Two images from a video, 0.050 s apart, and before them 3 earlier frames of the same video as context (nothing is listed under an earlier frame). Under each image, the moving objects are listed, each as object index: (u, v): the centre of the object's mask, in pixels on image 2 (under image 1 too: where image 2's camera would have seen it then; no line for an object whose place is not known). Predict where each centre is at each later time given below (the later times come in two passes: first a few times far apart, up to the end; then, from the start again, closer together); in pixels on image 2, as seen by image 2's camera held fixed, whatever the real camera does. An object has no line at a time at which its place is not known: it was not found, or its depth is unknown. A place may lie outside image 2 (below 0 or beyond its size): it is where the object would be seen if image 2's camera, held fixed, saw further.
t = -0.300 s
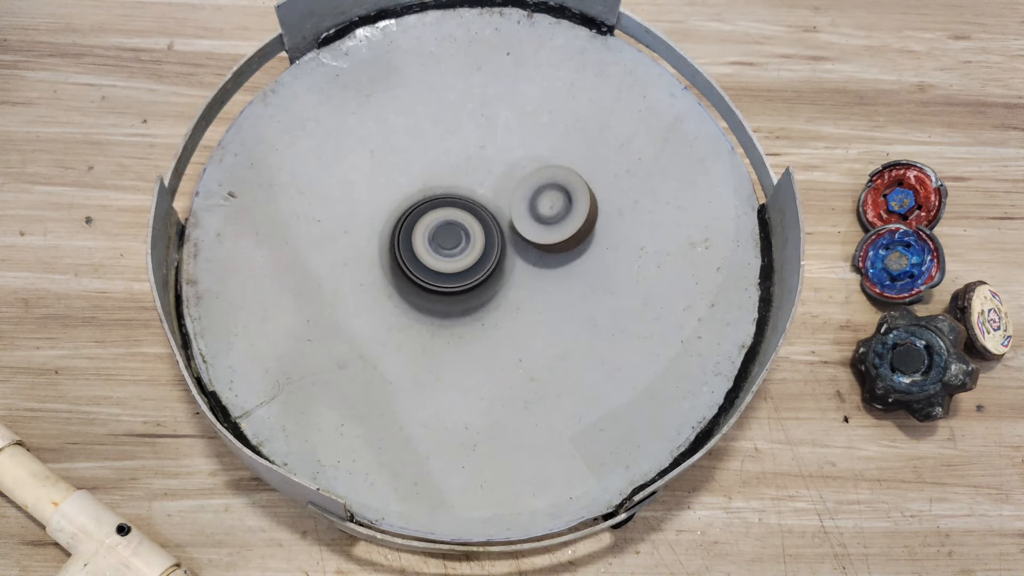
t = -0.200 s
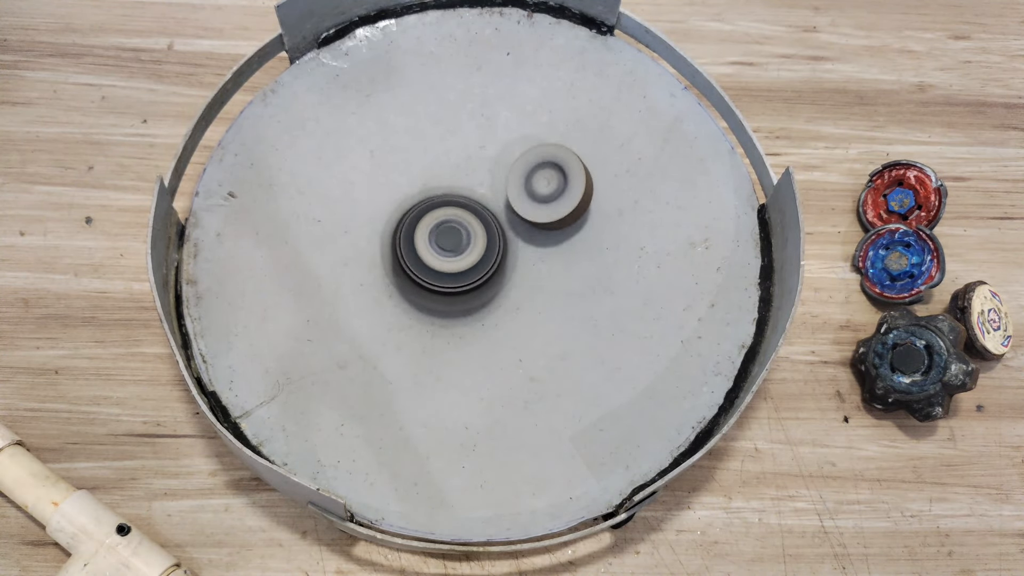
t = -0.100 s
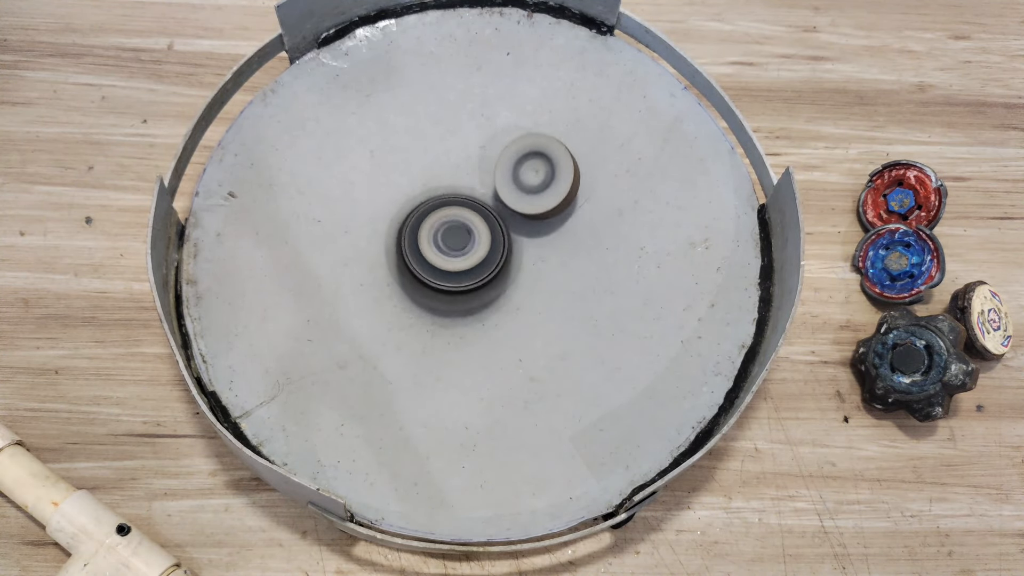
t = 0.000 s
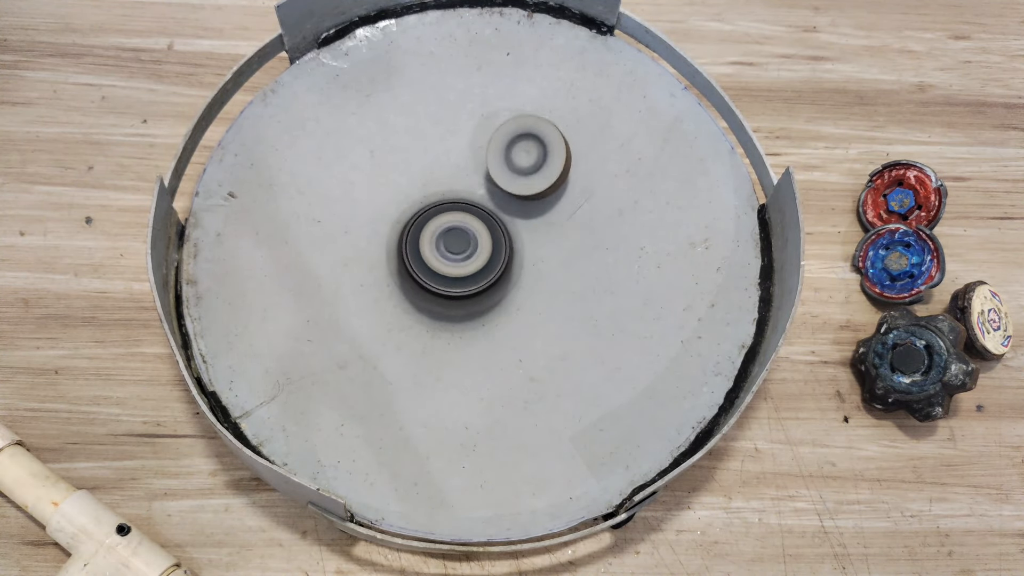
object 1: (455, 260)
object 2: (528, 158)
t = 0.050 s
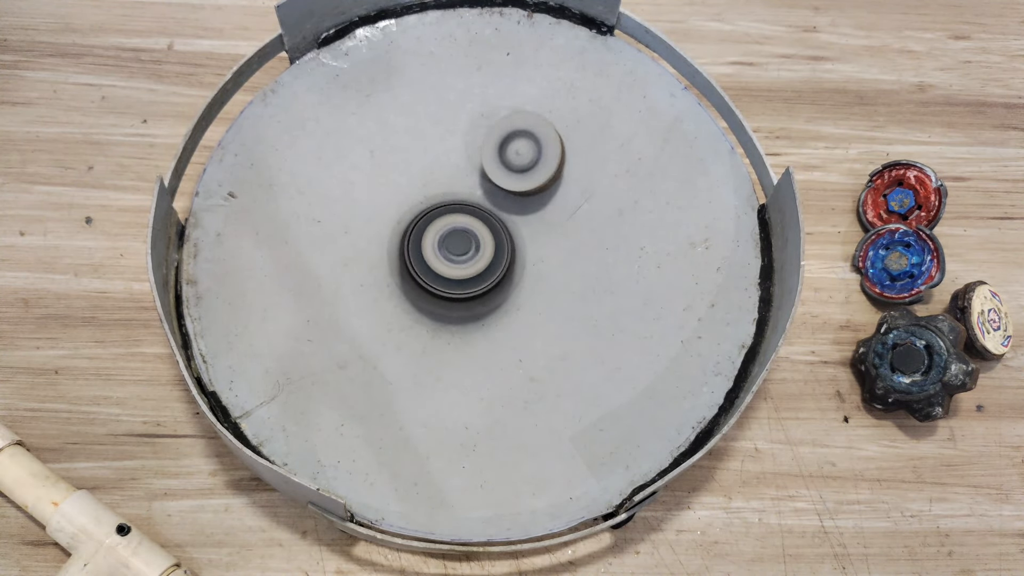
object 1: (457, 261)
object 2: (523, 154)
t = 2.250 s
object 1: (468, 254)
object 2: (546, 323)
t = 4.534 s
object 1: (450, 305)
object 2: (489, 194)
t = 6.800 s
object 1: (486, 250)
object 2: (395, 301)
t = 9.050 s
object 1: (431, 278)
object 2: (550, 248)
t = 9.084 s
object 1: (434, 280)
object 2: (550, 240)
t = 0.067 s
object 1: (458, 262)
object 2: (520, 154)
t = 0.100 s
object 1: (459, 263)
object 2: (514, 154)
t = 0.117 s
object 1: (460, 263)
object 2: (511, 155)
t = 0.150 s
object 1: (461, 265)
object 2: (506, 156)
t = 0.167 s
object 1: (461, 265)
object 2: (503, 158)
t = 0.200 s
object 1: (462, 267)
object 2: (496, 160)
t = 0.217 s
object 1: (462, 268)
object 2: (493, 156)
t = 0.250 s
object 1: (463, 272)
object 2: (488, 151)
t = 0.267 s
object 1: (462, 273)
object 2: (483, 150)
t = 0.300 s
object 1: (463, 274)
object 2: (476, 147)
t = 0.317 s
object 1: (462, 275)
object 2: (473, 146)
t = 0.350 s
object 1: (462, 276)
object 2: (467, 149)
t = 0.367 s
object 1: (462, 277)
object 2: (463, 150)
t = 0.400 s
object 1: (461, 277)
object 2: (456, 153)
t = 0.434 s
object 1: (460, 278)
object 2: (451, 157)
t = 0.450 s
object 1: (459, 278)
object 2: (447, 160)
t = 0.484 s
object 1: (459, 279)
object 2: (441, 164)
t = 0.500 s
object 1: (459, 278)
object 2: (438, 166)
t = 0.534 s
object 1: (459, 280)
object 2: (428, 169)
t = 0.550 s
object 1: (458, 279)
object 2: (423, 170)
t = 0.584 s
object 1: (459, 279)
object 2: (416, 172)
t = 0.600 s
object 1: (458, 279)
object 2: (412, 174)
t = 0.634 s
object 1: (460, 278)
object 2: (399, 174)
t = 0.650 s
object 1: (459, 278)
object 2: (394, 174)
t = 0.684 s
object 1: (460, 277)
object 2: (386, 178)
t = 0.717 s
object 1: (459, 276)
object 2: (377, 182)
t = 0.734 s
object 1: (460, 276)
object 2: (375, 184)
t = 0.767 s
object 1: (459, 275)
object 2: (368, 189)
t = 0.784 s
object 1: (459, 274)
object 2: (365, 193)
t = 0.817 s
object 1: (459, 273)
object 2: (360, 198)
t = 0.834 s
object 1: (459, 272)
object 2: (357, 202)
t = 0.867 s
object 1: (460, 272)
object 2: (352, 210)
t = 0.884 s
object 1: (460, 271)
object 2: (350, 213)
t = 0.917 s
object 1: (461, 270)
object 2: (347, 221)
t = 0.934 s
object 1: (461, 269)
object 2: (346, 227)
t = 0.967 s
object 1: (462, 269)
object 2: (344, 236)
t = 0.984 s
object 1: (462, 268)
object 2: (345, 241)
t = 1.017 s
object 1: (463, 267)
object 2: (346, 252)
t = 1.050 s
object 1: (464, 267)
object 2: (348, 261)
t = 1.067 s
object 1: (465, 267)
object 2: (351, 266)
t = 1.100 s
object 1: (466, 266)
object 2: (351, 278)
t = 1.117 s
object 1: (468, 266)
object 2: (349, 285)
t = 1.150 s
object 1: (468, 266)
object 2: (351, 293)
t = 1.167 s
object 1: (470, 266)
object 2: (353, 301)
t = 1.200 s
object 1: (471, 266)
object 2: (356, 311)
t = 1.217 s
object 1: (472, 266)
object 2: (358, 315)
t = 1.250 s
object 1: (472, 266)
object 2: (365, 323)
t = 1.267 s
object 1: (473, 266)
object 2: (367, 327)
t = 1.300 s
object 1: (473, 268)
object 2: (373, 333)
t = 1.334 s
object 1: (475, 269)
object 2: (379, 339)
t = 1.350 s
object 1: (474, 269)
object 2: (382, 341)
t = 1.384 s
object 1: (475, 270)
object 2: (391, 344)
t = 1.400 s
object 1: (475, 270)
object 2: (393, 344)
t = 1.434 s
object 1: (476, 270)
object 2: (400, 343)
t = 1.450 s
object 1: (476, 270)
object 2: (403, 343)
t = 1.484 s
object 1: (477, 270)
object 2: (409, 349)
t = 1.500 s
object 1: (477, 270)
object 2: (412, 349)
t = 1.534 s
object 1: (476, 269)
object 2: (419, 352)
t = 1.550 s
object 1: (476, 269)
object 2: (421, 353)
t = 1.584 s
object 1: (476, 268)
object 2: (427, 353)
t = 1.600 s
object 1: (475, 268)
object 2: (429, 357)
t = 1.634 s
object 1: (474, 266)
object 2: (434, 362)
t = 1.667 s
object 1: (473, 266)
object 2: (441, 365)
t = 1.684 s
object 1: (473, 265)
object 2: (444, 365)
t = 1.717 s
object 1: (472, 265)
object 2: (451, 361)
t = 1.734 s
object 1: (472, 264)
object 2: (454, 360)
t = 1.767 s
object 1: (471, 263)
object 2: (461, 360)
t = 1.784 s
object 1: (471, 263)
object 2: (465, 360)
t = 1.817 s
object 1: (470, 262)
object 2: (472, 360)
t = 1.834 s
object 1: (470, 261)
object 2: (476, 357)
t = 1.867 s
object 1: (469, 261)
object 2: (484, 358)
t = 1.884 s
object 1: (469, 260)
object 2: (487, 357)
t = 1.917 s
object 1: (469, 259)
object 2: (497, 354)
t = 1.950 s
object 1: (469, 258)
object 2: (503, 350)
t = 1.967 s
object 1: (468, 258)
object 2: (507, 348)
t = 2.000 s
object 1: (469, 258)
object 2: (518, 351)
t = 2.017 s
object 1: (468, 258)
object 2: (524, 350)
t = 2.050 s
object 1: (468, 257)
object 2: (533, 349)
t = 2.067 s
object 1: (468, 257)
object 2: (536, 347)
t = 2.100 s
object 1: (469, 256)
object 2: (542, 343)
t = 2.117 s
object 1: (469, 256)
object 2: (542, 341)
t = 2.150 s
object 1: (470, 256)
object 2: (543, 334)
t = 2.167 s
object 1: (469, 256)
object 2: (543, 333)
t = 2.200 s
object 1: (469, 255)
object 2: (541, 325)
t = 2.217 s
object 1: (469, 255)
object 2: (542, 325)
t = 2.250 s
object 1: (468, 254)
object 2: (546, 323)
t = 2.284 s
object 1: (467, 253)
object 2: (547, 321)
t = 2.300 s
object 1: (468, 253)
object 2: (546, 318)
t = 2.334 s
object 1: (466, 252)
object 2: (552, 317)
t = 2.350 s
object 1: (466, 251)
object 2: (554, 317)
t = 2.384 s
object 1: (464, 251)
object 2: (558, 314)
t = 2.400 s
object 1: (464, 251)
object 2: (557, 313)
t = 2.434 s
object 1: (463, 251)
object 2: (556, 306)
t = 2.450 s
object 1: (463, 251)
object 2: (553, 304)
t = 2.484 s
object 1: (459, 249)
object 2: (563, 300)
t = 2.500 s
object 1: (458, 248)
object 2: (569, 301)
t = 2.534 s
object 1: (454, 246)
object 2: (579, 296)
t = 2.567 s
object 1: (452, 245)
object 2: (583, 293)
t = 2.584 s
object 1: (452, 243)
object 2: (583, 290)
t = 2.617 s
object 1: (452, 241)
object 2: (581, 285)
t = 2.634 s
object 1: (453, 240)
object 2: (580, 282)
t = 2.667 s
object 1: (453, 239)
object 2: (575, 277)
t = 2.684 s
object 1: (455, 237)
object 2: (573, 274)
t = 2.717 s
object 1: (455, 237)
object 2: (567, 268)
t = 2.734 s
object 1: (456, 237)
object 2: (564, 266)
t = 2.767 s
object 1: (456, 236)
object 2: (563, 261)
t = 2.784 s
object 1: (456, 236)
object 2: (566, 259)
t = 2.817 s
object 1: (456, 237)
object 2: (565, 254)
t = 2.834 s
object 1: (457, 237)
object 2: (565, 251)
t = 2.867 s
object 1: (456, 238)
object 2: (568, 246)
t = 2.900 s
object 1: (456, 239)
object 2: (566, 241)
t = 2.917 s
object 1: (456, 239)
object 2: (567, 237)
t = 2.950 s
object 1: (455, 241)
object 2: (568, 233)
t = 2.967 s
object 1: (456, 241)
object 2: (569, 231)
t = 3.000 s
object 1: (455, 243)
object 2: (567, 226)
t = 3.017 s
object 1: (455, 243)
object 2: (568, 223)
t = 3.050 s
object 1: (454, 245)
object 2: (566, 220)
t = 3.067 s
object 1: (455, 246)
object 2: (565, 219)
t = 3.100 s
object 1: (453, 247)
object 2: (566, 213)
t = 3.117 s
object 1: (452, 248)
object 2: (568, 212)
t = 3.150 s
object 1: (450, 249)
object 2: (568, 206)
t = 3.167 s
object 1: (450, 250)
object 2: (567, 206)
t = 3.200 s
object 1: (448, 251)
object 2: (565, 204)
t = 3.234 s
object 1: (447, 251)
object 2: (560, 201)
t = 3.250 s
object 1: (447, 251)
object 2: (558, 202)
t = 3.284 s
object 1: (446, 250)
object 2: (552, 200)
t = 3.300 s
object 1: (446, 250)
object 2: (548, 201)
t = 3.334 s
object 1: (443, 250)
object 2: (552, 192)
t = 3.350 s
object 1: (443, 251)
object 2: (551, 189)
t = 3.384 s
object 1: (442, 251)
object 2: (550, 185)
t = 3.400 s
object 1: (442, 251)
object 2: (548, 183)
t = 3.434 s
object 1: (442, 250)
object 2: (544, 182)
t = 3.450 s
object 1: (442, 251)
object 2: (543, 182)
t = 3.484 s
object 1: (442, 250)
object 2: (536, 182)
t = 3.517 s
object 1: (440, 250)
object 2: (533, 181)
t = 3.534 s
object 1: (439, 252)
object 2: (535, 177)
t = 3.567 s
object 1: (438, 253)
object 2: (535, 171)
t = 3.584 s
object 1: (438, 253)
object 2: (534, 171)
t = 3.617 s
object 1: (439, 253)
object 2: (532, 169)
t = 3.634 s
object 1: (438, 254)
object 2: (528, 169)
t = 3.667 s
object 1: (440, 253)
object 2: (524, 171)
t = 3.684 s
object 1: (439, 253)
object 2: (522, 171)
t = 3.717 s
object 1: (440, 254)
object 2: (518, 172)
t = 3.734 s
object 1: (440, 254)
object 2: (520, 168)
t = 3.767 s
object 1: (440, 256)
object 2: (521, 163)
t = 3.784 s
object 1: (440, 256)
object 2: (520, 164)
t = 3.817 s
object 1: (441, 257)
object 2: (519, 163)
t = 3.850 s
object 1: (443, 257)
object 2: (517, 165)
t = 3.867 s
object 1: (442, 257)
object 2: (514, 167)
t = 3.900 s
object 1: (443, 258)
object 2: (512, 169)
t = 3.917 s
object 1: (443, 258)
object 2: (513, 166)
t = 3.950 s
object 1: (443, 261)
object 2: (510, 168)
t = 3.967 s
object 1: (444, 261)
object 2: (510, 168)
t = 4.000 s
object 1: (444, 264)
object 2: (508, 167)
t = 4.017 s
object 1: (446, 266)
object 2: (506, 167)
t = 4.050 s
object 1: (446, 268)
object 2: (504, 171)
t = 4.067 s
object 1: (448, 269)
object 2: (503, 171)
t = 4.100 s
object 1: (448, 272)
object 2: (504, 167)
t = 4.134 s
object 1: (448, 275)
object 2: (504, 165)
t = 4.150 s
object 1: (450, 277)
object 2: (504, 166)
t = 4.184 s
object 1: (450, 279)
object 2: (502, 169)
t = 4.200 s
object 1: (451, 281)
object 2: (501, 171)
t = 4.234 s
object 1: (452, 282)
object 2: (499, 177)
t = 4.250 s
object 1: (451, 284)
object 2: (498, 179)
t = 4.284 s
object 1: (451, 287)
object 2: (498, 176)
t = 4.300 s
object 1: (450, 289)
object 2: (498, 176)
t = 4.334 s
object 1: (450, 292)
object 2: (497, 174)
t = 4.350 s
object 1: (450, 293)
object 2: (496, 173)
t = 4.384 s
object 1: (449, 296)
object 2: (494, 177)
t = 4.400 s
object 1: (449, 296)
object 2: (494, 180)
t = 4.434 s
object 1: (449, 298)
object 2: (493, 184)
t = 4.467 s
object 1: (449, 300)
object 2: (491, 190)
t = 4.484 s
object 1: (449, 300)
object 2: (489, 193)
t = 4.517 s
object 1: (449, 303)
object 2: (488, 195)
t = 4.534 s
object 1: (450, 305)
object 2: (489, 194)
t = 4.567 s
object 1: (449, 308)
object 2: (487, 193)
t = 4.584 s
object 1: (450, 310)
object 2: (485, 194)
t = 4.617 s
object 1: (449, 311)
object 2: (483, 199)
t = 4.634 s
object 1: (449, 312)
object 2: (483, 201)
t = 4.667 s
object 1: (449, 314)
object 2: (481, 206)
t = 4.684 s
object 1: (448, 315)
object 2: (480, 204)
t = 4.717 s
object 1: (448, 319)
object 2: (478, 201)
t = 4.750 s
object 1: (448, 321)
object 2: (477, 203)
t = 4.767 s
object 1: (446, 321)
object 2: (477, 204)
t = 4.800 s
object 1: (446, 322)
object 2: (476, 207)
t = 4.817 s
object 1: (445, 321)
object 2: (475, 207)
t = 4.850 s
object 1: (444, 322)
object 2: (473, 211)
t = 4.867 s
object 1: (444, 321)
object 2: (473, 213)
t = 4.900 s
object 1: (442, 323)
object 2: (470, 211)
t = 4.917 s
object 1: (442, 323)
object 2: (468, 210)
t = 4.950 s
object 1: (441, 323)
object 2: (467, 212)
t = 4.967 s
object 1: (440, 323)
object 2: (466, 213)
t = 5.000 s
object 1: (440, 322)
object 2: (464, 213)
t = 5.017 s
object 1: (439, 322)
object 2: (463, 211)
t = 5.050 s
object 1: (438, 322)
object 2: (462, 211)
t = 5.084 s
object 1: (439, 321)
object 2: (460, 206)
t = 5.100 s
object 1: (438, 321)
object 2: (458, 204)
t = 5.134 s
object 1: (439, 320)
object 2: (456, 200)
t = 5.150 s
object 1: (440, 318)
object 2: (457, 200)
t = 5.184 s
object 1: (440, 316)
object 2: (456, 199)
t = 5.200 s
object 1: (441, 315)
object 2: (456, 198)
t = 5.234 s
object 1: (443, 311)
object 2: (456, 198)
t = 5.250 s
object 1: (443, 310)
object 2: (455, 199)
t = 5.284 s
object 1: (446, 308)
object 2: (453, 192)
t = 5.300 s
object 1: (446, 307)
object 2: (453, 191)
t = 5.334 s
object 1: (449, 304)
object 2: (452, 191)
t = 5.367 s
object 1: (453, 301)
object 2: (451, 190)
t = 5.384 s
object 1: (454, 300)
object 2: (450, 187)
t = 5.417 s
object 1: (457, 298)
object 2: (448, 185)
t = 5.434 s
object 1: (459, 296)
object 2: (447, 185)
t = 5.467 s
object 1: (463, 294)
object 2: (444, 179)
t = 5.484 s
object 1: (465, 293)
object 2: (444, 178)
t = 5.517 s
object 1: (468, 290)
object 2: (442, 176)
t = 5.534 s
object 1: (469, 289)
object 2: (441, 175)
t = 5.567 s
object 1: (473, 287)
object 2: (440, 176)
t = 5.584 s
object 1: (473, 285)
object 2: (439, 176)
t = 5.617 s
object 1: (477, 283)
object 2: (438, 177)
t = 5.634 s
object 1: (479, 282)
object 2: (437, 178)
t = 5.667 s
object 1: (482, 282)
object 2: (433, 178)
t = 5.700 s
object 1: (484, 281)
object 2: (431, 179)
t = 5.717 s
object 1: (486, 281)
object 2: (432, 181)
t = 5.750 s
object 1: (488, 280)
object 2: (430, 184)
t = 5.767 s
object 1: (490, 281)
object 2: (427, 182)
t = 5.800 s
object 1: (494, 281)
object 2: (421, 182)
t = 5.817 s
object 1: (494, 281)
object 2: (420, 183)
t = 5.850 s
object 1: (497, 282)
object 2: (418, 186)
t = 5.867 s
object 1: (498, 281)
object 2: (417, 189)
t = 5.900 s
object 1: (499, 281)
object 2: (418, 193)
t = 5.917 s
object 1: (500, 281)
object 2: (418, 196)
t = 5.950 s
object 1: (501, 281)
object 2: (419, 200)
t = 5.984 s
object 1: (503, 281)
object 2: (412, 200)
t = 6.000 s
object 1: (504, 282)
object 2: (408, 204)
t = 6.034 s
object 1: (505, 282)
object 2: (406, 206)
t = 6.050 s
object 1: (505, 282)
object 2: (407, 208)
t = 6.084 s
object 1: (505, 282)
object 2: (405, 216)
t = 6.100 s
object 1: (505, 281)
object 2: (408, 214)
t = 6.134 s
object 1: (505, 280)
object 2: (409, 221)
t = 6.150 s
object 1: (506, 280)
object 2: (403, 218)
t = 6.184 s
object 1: (506, 280)
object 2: (400, 224)
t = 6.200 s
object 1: (506, 280)
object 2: (398, 227)
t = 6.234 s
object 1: (505, 278)
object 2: (399, 230)
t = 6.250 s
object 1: (504, 277)
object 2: (399, 233)
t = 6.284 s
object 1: (504, 277)
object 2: (394, 235)
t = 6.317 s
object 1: (503, 275)
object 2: (393, 240)
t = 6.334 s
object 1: (503, 274)
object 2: (393, 242)
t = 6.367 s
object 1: (503, 273)
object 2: (387, 246)
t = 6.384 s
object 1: (503, 272)
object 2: (383, 249)
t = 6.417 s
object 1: (502, 271)
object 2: (382, 253)
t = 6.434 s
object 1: (500, 270)
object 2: (383, 256)
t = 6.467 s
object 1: (499, 269)
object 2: (384, 258)
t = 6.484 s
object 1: (498, 268)
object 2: (386, 261)
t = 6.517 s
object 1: (497, 266)
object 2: (381, 264)
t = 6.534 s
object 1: (497, 266)
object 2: (381, 267)
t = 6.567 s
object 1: (495, 264)
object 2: (381, 272)
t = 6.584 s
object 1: (494, 263)
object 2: (383, 275)
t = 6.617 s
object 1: (493, 262)
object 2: (383, 278)
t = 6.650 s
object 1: (492, 260)
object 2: (385, 282)
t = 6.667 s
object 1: (490, 258)
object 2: (386, 285)
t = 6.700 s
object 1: (489, 255)
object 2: (385, 291)
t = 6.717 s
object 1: (490, 254)
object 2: (386, 295)
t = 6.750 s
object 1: (488, 252)
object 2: (389, 297)
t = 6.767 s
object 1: (487, 251)
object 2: (391, 300)
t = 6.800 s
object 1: (486, 250)
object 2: (395, 301)
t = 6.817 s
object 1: (485, 248)
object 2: (397, 304)
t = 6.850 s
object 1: (484, 246)
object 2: (401, 305)
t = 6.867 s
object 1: (485, 245)
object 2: (402, 308)
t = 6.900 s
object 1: (484, 243)
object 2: (406, 310)
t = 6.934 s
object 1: (483, 241)
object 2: (412, 312)
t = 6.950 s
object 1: (483, 241)
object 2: (412, 313)
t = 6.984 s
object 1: (482, 239)
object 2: (416, 318)
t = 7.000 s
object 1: (480, 237)
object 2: (418, 318)
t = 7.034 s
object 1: (479, 236)
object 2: (423, 318)
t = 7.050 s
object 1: (479, 236)
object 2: (424, 317)
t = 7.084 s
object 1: (477, 234)
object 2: (427, 319)
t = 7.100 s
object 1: (476, 234)
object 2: (429, 319)
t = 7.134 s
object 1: (474, 233)
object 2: (433, 322)
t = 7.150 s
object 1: (473, 231)
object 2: (436, 321)
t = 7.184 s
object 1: (471, 230)
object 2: (439, 322)
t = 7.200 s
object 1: (471, 230)
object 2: (442, 322)
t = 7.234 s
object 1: (469, 229)
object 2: (444, 323)
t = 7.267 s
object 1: (467, 227)
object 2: (450, 326)
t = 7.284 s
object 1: (465, 227)
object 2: (452, 325)
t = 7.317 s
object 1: (463, 226)
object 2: (456, 322)
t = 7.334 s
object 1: (462, 225)
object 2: (457, 319)
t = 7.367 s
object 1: (460, 225)
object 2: (460, 324)
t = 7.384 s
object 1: (460, 225)
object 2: (463, 324)
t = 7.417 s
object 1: (459, 224)
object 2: (467, 322)
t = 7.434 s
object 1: (457, 223)
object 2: (469, 320)
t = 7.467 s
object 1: (456, 222)
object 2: (469, 316)
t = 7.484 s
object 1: (456, 222)
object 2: (471, 318)
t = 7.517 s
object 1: (454, 222)
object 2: (474, 317)
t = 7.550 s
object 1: (452, 221)
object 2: (477, 314)
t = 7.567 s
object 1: (452, 221)
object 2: (478, 314)
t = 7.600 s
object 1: (450, 220)
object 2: (482, 316)
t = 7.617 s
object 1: (449, 220)
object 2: (484, 315)
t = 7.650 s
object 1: (447, 219)
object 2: (485, 312)
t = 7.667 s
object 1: (448, 219)
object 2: (485, 312)
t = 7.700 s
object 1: (447, 219)
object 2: (484, 309)
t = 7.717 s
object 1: (446, 220)
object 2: (483, 309)
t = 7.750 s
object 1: (446, 220)
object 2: (486, 309)
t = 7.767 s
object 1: (446, 220)
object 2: (487, 308)
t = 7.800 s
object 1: (446, 221)
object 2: (491, 309)
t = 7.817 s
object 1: (445, 222)
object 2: (491, 308)
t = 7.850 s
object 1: (444, 222)
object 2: (491, 309)
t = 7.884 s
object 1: (444, 223)
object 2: (493, 309)
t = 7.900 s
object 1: (443, 223)
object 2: (493, 309)
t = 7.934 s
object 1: (443, 225)
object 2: (493, 309)
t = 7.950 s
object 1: (443, 226)
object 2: (494, 310)
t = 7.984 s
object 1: (443, 227)
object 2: (496, 313)
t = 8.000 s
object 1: (443, 228)
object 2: (498, 312)
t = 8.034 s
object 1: (443, 229)
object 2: (497, 311)
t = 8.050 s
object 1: (443, 230)
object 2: (498, 314)
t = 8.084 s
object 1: (443, 232)
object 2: (503, 315)
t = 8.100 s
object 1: (442, 234)
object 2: (504, 315)
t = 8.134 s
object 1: (441, 236)
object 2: (505, 314)
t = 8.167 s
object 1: (439, 239)
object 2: (505, 313)
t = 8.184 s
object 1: (438, 240)
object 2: (506, 315)
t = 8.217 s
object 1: (437, 243)
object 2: (511, 316)
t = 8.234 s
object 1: (436, 244)
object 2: (512, 314)
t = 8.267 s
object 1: (435, 245)
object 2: (510, 313)
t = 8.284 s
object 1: (434, 246)
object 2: (512, 313)
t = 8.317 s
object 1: (434, 247)
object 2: (512, 313)
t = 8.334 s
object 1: (434, 248)
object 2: (513, 313)
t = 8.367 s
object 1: (433, 249)
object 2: (517, 311)
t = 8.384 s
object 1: (432, 249)
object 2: (516, 309)
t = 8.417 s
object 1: (431, 251)
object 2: (521, 310)
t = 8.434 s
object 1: (431, 251)
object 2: (524, 308)
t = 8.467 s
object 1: (431, 253)
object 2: (524, 305)
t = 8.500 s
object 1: (430, 254)
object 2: (524, 303)
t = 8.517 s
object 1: (429, 255)
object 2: (526, 302)
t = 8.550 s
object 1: (429, 257)
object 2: (527, 300)
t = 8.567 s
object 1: (429, 257)
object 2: (526, 300)
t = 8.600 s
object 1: (429, 258)
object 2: (530, 298)
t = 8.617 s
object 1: (428, 259)
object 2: (530, 297)
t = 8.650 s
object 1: (427, 260)
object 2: (529, 296)
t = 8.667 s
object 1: (427, 260)
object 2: (530, 296)
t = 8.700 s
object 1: (427, 261)
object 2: (531, 293)
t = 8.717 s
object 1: (426, 263)
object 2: (531, 292)
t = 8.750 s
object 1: (426, 264)
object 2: (532, 290)
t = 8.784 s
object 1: (427, 266)
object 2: (535, 286)
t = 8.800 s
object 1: (426, 266)
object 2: (534, 285)
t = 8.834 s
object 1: (426, 268)
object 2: (538, 281)
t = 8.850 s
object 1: (427, 269)
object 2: (538, 279)
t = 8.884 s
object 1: (428, 270)
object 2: (539, 274)
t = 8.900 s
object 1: (428, 270)
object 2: (539, 273)
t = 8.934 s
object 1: (428, 271)
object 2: (541, 268)
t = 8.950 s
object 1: (429, 272)
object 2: (542, 266)
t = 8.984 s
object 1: (429, 274)
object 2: (545, 260)
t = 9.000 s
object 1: (429, 274)
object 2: (547, 257)
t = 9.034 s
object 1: (430, 277)
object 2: (549, 251)
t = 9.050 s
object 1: (431, 278)
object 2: (550, 248)
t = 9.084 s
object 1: (434, 280)
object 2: (550, 240)
